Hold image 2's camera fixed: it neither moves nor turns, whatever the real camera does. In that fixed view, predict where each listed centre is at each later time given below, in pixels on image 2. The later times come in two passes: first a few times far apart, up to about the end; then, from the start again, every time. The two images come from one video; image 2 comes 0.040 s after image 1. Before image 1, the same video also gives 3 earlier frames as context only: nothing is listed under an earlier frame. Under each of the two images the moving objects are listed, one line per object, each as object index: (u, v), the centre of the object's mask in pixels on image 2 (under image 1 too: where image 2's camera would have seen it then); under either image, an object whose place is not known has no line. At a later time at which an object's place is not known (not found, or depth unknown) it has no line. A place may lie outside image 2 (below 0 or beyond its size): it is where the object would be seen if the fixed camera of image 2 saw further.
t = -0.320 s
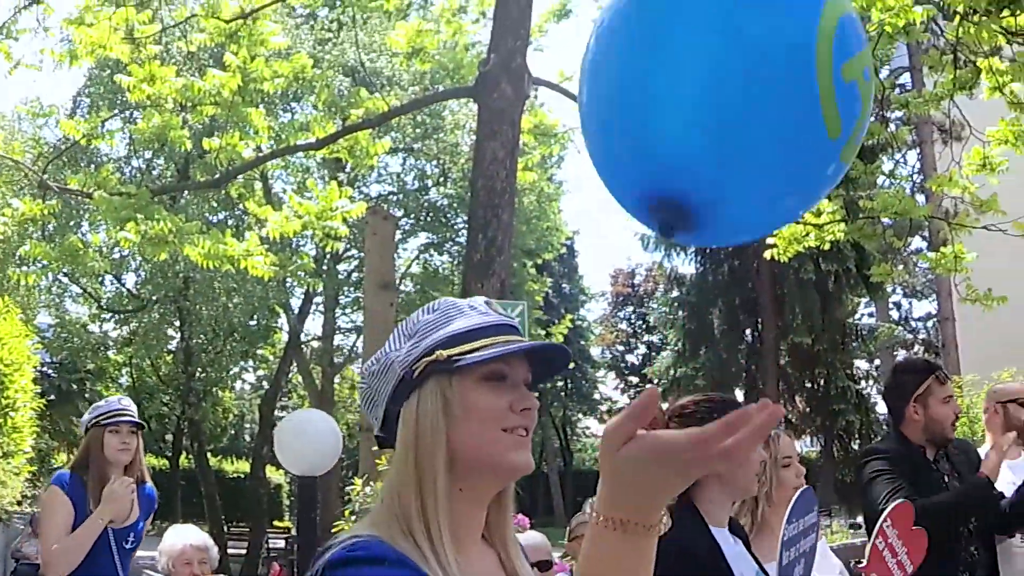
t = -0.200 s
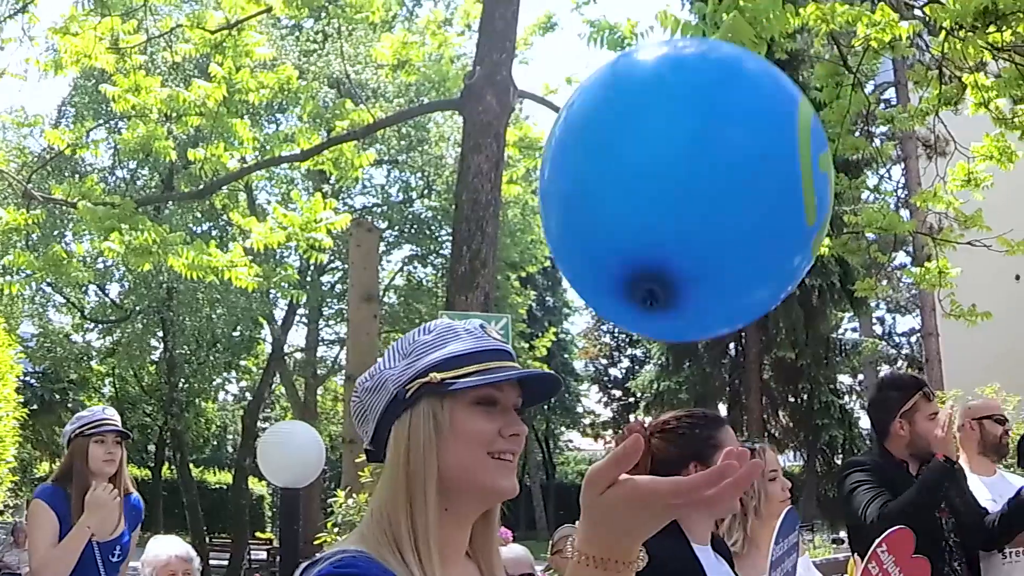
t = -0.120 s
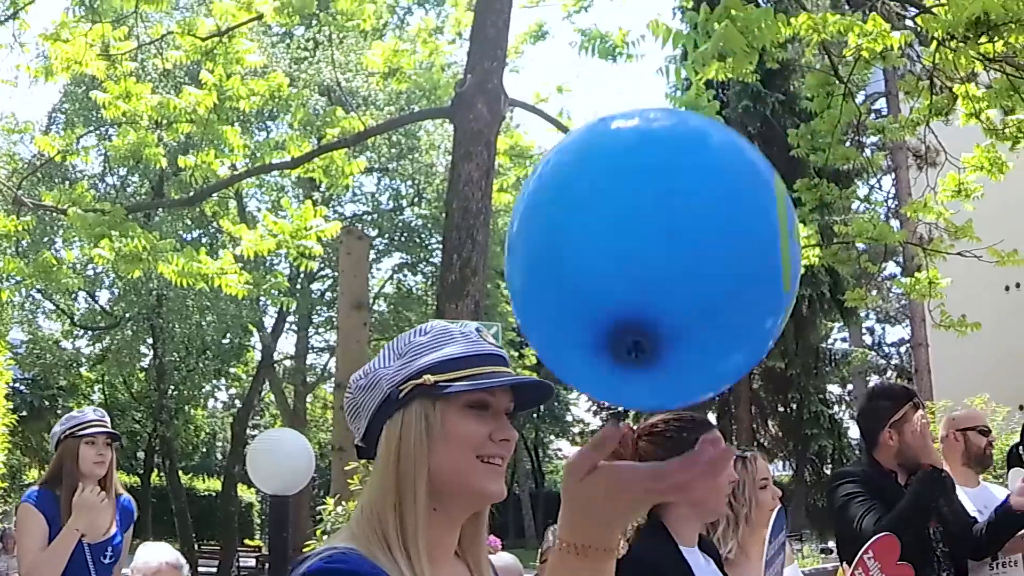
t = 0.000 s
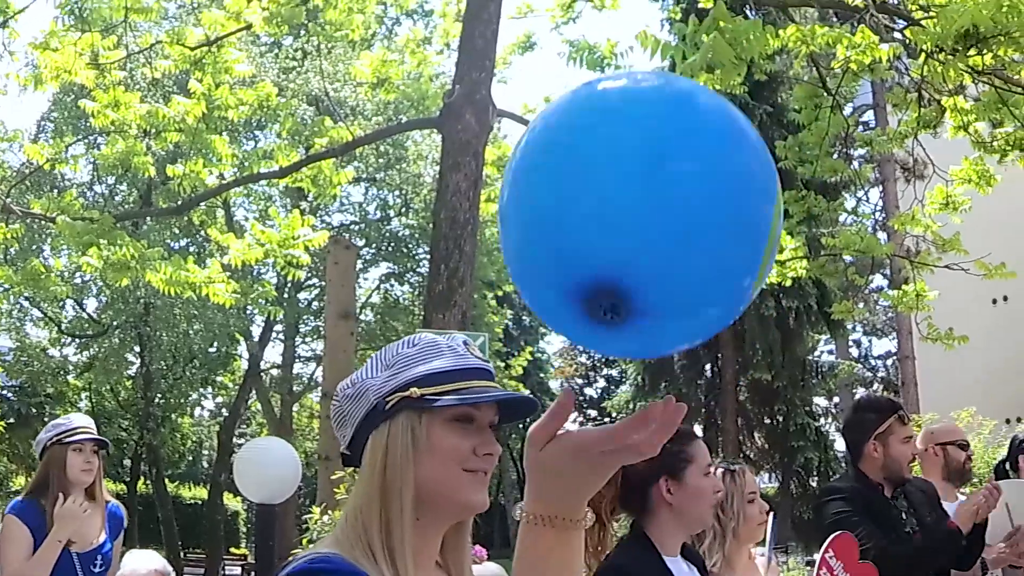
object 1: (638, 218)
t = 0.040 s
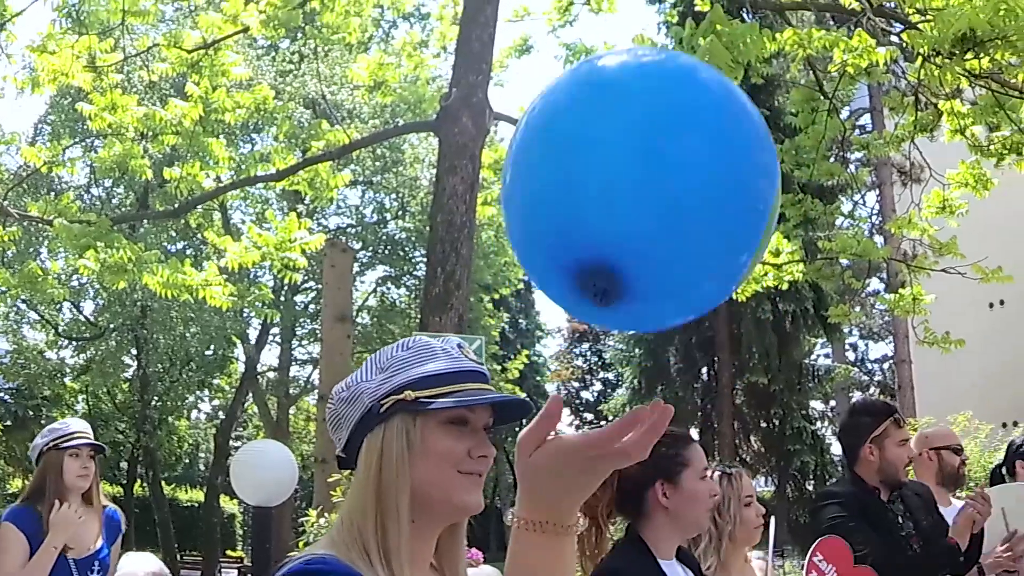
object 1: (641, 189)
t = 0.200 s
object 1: (652, 109)
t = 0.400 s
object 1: (656, 82)
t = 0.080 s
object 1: (644, 164)
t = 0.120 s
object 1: (647, 142)
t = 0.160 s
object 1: (650, 122)
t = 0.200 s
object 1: (652, 109)
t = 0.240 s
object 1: (653, 101)
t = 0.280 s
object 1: (655, 94)
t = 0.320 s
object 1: (656, 89)
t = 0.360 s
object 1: (656, 85)
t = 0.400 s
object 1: (656, 82)
